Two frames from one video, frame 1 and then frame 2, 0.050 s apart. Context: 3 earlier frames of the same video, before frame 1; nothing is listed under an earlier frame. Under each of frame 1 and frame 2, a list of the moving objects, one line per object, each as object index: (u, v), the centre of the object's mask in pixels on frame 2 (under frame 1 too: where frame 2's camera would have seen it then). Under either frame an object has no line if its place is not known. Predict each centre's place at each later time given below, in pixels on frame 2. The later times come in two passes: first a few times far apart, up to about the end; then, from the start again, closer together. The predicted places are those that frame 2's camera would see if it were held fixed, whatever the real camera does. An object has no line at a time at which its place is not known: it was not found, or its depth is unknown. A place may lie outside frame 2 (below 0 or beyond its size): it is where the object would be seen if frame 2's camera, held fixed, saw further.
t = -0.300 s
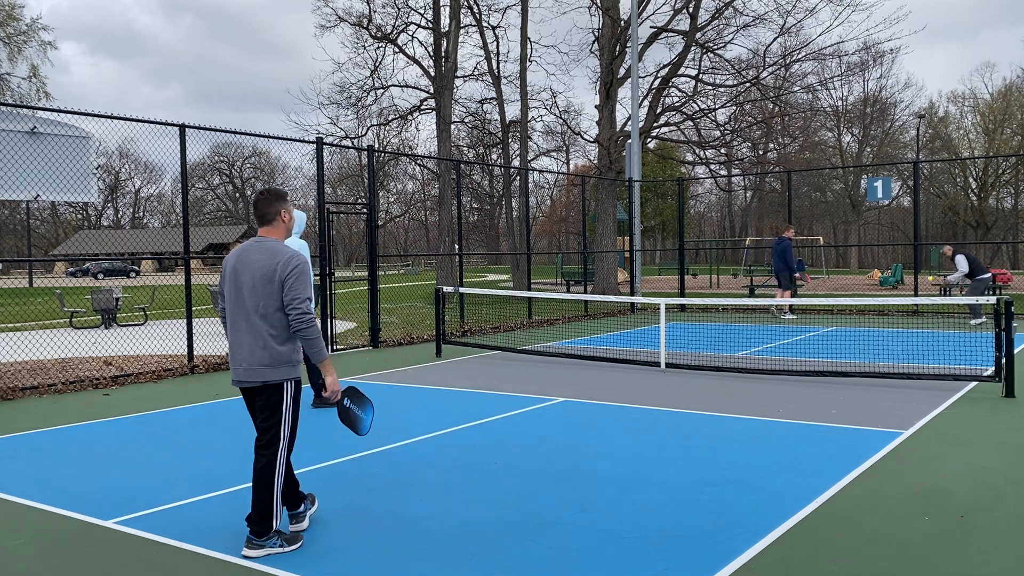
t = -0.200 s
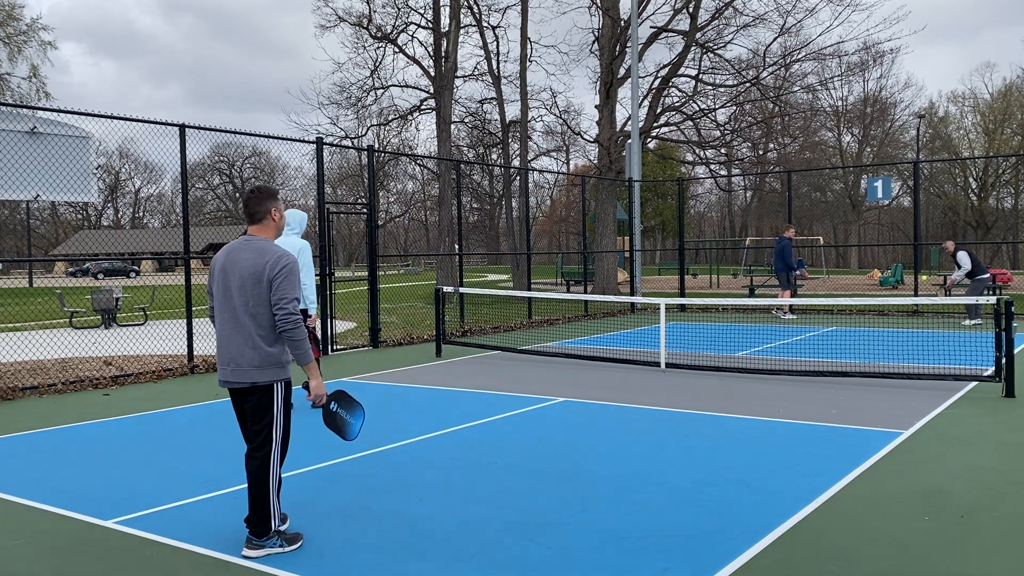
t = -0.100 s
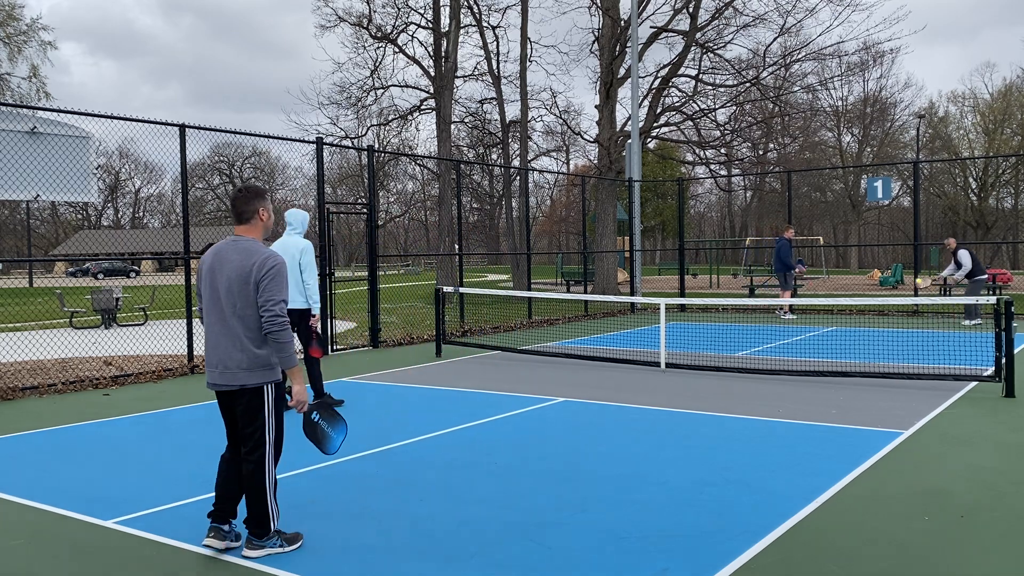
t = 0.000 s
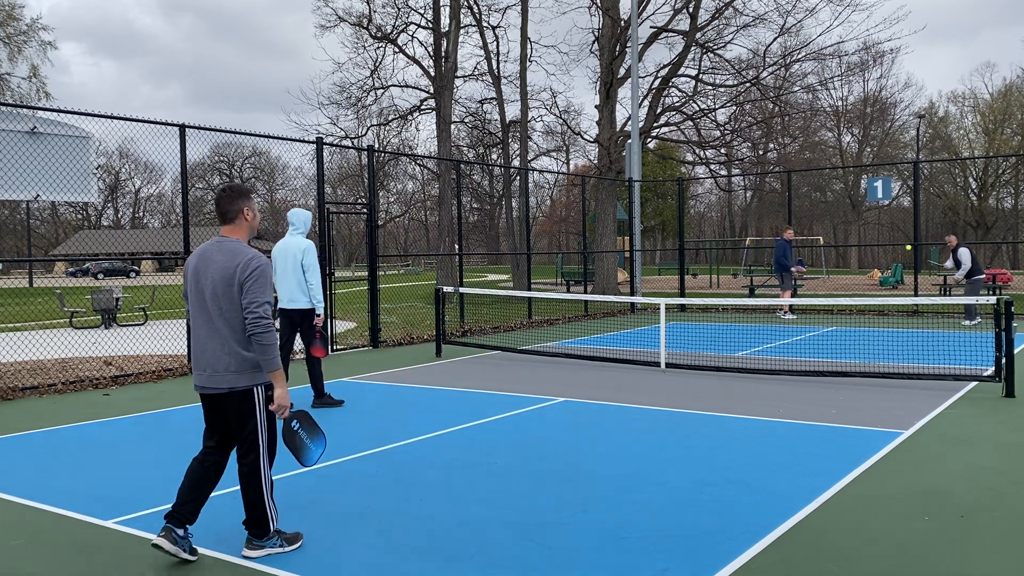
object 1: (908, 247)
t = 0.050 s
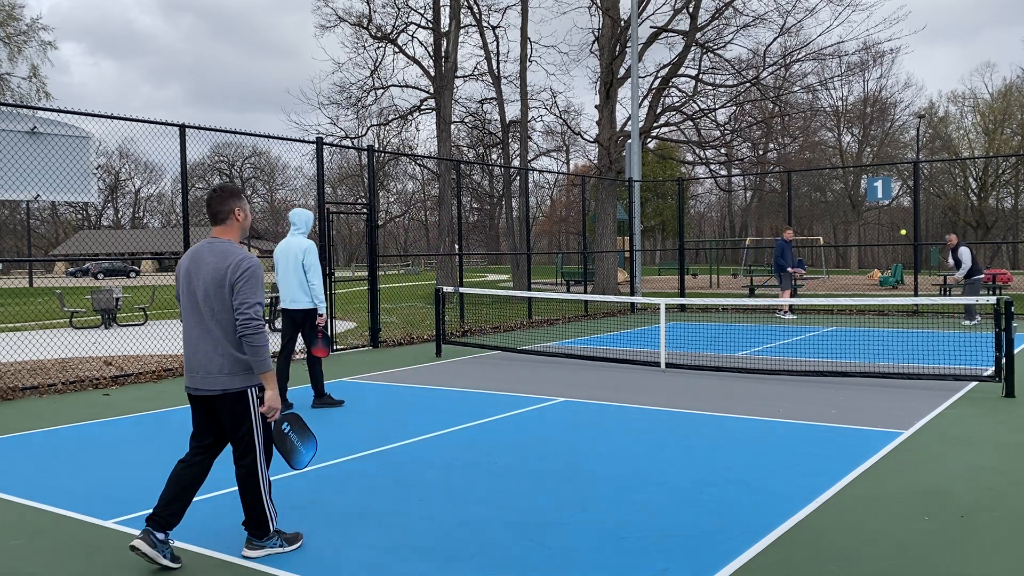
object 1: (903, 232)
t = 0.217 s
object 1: (884, 189)
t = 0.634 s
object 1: (824, 154)
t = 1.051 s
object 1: (743, 320)
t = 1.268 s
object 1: (693, 419)
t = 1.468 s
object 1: (648, 354)
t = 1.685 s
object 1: (592, 360)
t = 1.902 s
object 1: (526, 482)
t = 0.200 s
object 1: (886, 192)
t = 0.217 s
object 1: (884, 189)
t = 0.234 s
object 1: (882, 185)
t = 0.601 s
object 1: (830, 152)
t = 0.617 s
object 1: (827, 153)
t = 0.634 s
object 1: (824, 154)
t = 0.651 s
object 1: (821, 156)
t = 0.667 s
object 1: (818, 158)
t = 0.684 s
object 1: (815, 161)
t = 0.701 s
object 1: (813, 163)
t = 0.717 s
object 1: (810, 166)
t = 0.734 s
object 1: (807, 170)
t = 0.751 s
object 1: (804, 173)
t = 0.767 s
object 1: (801, 178)
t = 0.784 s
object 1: (797, 182)
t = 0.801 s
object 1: (794, 187)
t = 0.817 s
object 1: (791, 193)
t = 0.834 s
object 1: (788, 198)
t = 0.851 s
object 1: (785, 205)
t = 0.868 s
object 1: (781, 211)
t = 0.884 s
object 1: (778, 218)
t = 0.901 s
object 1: (775, 226)
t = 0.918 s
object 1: (771, 234)
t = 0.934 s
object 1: (768, 243)
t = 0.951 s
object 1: (765, 252)
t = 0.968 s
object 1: (761, 262)
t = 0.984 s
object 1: (758, 272)
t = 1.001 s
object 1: (754, 284)
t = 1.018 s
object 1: (750, 295)
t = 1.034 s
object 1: (746, 307)
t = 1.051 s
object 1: (743, 320)
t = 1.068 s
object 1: (739, 333)
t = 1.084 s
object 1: (735, 348)
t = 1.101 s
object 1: (731, 362)
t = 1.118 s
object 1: (727, 378)
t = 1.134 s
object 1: (723, 395)
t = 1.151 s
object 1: (719, 412)
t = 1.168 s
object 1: (715, 430)
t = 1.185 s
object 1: (711, 449)
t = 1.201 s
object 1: (707, 453)
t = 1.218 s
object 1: (704, 444)
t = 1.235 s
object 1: (701, 435)
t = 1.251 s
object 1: (697, 427)
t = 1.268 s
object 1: (693, 419)
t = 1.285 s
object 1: (690, 411)
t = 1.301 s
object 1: (686, 404)
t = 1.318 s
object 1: (683, 397)
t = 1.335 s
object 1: (679, 391)
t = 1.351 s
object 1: (675, 384)
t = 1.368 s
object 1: (671, 379)
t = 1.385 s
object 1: (668, 373)
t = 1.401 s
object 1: (664, 369)
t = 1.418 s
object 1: (660, 364)
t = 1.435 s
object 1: (656, 360)
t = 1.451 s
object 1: (652, 356)
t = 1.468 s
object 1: (648, 354)
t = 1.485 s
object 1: (644, 351)
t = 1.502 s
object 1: (640, 348)
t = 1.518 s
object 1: (636, 347)
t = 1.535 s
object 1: (632, 346)
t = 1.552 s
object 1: (628, 345)
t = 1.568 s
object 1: (624, 345)
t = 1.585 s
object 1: (619, 345)
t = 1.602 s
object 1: (615, 346)
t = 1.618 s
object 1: (610, 348)
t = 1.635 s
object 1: (606, 350)
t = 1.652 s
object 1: (601, 353)
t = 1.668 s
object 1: (597, 356)
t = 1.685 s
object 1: (592, 360)
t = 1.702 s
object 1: (587, 365)
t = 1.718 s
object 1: (583, 370)
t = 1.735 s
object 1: (578, 376)
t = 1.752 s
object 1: (573, 383)
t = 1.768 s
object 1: (568, 390)
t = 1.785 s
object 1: (563, 399)
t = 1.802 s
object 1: (558, 408)
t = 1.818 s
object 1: (553, 418)
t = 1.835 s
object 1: (547, 429)
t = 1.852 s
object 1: (542, 441)
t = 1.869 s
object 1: (537, 453)
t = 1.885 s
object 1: (531, 467)
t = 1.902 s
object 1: (526, 482)
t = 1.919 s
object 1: (520, 497)
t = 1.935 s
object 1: (514, 514)
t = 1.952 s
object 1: (508, 532)
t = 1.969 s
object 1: (502, 552)
